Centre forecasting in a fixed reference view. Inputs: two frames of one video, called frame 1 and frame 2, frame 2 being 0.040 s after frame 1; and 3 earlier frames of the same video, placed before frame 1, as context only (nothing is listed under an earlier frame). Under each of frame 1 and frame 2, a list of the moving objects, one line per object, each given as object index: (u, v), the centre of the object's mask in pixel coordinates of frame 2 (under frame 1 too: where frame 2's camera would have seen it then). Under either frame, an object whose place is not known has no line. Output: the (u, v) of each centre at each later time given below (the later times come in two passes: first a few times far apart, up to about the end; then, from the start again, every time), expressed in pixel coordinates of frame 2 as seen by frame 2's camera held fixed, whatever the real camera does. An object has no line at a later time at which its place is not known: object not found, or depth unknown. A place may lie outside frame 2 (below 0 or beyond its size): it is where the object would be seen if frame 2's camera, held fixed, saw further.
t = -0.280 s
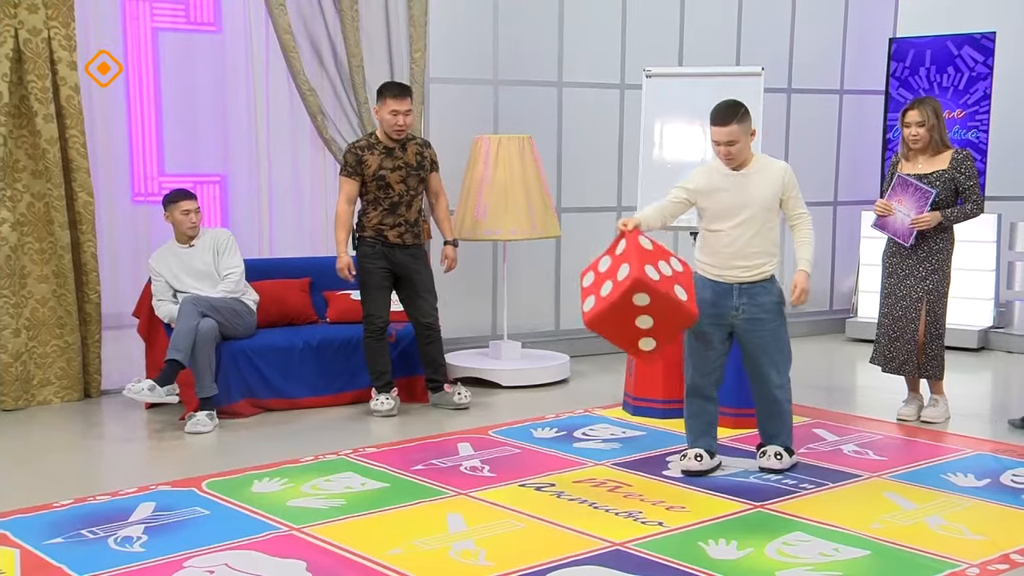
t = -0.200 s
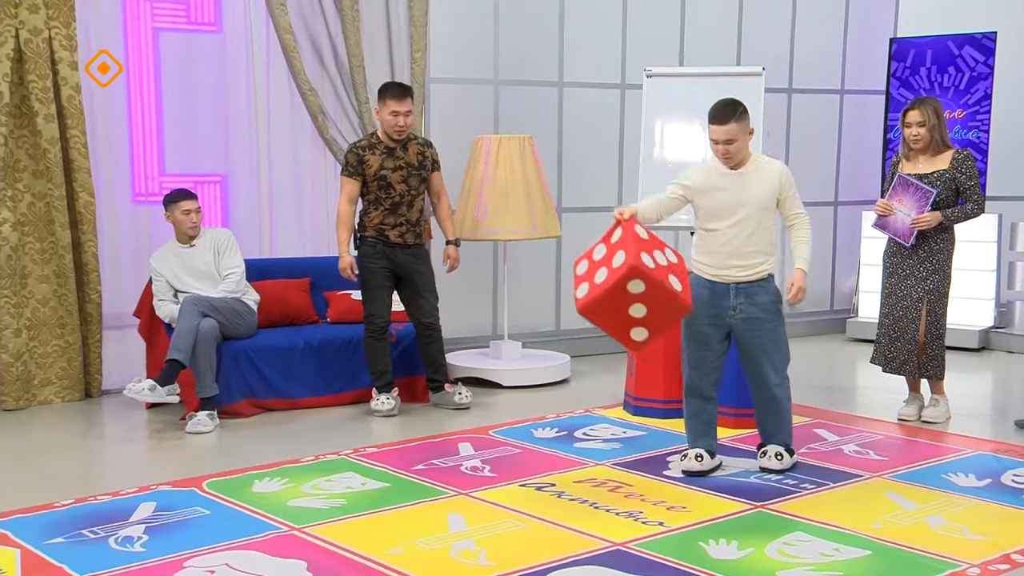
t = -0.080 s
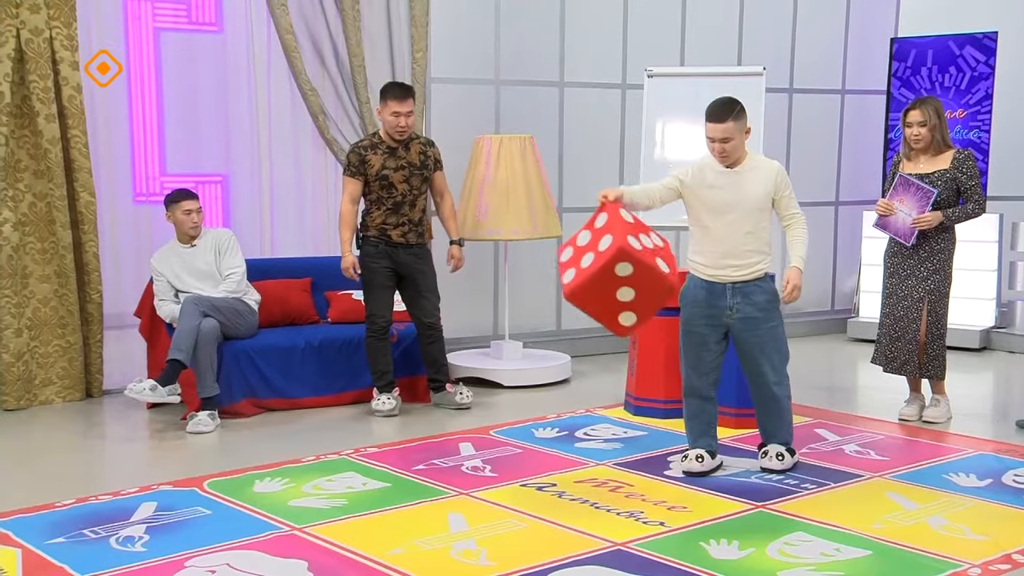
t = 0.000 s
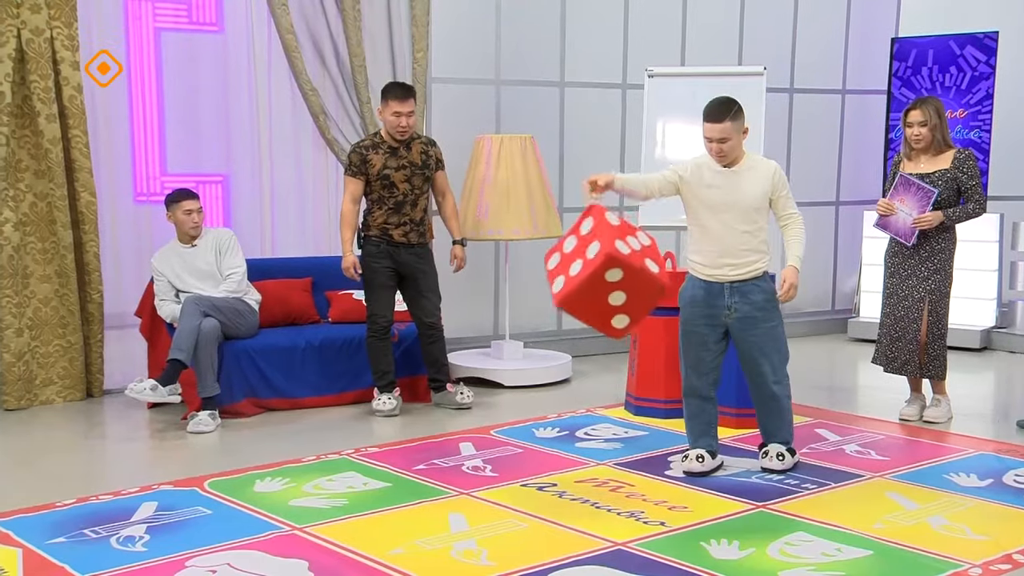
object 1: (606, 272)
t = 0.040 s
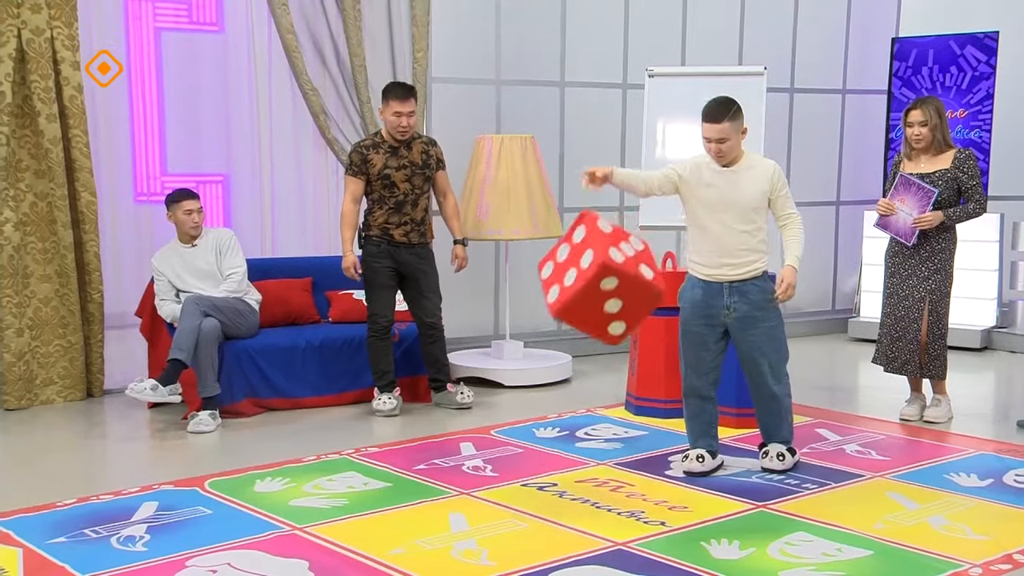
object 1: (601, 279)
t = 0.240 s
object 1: (571, 369)
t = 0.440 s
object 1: (543, 438)
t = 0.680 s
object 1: (513, 434)
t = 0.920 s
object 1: (484, 465)
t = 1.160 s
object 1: (447, 475)
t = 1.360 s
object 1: (441, 482)
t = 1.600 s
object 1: (442, 484)
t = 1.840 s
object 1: (443, 485)
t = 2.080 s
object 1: (443, 485)
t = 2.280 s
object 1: (443, 484)
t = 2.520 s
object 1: (443, 484)
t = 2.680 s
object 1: (443, 484)
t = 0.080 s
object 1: (594, 290)
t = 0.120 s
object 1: (588, 304)
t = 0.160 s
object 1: (582, 322)
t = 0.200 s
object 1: (576, 343)
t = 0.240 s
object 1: (571, 369)
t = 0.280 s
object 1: (564, 397)
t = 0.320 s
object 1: (559, 431)
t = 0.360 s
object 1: (553, 462)
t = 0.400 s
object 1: (549, 454)
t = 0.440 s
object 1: (543, 438)
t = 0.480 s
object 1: (537, 428)
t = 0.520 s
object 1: (532, 421)
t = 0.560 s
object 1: (527, 419)
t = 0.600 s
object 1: (523, 422)
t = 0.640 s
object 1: (517, 426)
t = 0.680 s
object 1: (513, 434)
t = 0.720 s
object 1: (507, 447)
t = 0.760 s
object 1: (502, 462)
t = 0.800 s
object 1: (499, 464)
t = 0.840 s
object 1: (493, 462)
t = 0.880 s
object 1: (488, 461)
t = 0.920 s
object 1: (484, 465)
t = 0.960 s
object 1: (479, 472)
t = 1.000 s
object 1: (473, 477)
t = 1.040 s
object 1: (466, 479)
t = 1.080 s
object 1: (458, 479)
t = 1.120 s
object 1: (452, 477)
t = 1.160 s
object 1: (447, 475)
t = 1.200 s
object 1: (444, 474)
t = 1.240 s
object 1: (441, 475)
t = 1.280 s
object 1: (440, 477)
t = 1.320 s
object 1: (440, 480)
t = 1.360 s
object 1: (441, 482)
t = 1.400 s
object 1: (443, 484)
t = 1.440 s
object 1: (445, 484)
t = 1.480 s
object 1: (446, 483)
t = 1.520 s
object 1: (446, 484)
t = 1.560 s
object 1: (444, 484)
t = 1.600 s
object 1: (442, 484)
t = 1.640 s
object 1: (442, 484)
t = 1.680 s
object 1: (443, 484)
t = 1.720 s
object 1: (443, 484)
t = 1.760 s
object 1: (443, 484)
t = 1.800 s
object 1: (443, 485)
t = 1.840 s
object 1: (443, 485)
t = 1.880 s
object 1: (443, 485)
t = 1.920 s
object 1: (443, 485)
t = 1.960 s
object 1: (443, 485)
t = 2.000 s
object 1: (443, 485)
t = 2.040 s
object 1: (443, 484)
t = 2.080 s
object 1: (443, 485)
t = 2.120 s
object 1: (443, 484)
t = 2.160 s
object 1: (443, 484)
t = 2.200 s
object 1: (443, 484)
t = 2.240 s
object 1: (443, 484)
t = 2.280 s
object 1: (443, 484)
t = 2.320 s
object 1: (443, 484)
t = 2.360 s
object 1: (443, 484)
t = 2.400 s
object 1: (443, 484)
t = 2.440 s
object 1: (443, 484)
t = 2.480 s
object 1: (443, 484)
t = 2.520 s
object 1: (443, 484)
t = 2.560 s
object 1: (443, 484)
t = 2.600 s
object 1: (443, 484)
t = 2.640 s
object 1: (443, 484)
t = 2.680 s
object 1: (443, 484)
